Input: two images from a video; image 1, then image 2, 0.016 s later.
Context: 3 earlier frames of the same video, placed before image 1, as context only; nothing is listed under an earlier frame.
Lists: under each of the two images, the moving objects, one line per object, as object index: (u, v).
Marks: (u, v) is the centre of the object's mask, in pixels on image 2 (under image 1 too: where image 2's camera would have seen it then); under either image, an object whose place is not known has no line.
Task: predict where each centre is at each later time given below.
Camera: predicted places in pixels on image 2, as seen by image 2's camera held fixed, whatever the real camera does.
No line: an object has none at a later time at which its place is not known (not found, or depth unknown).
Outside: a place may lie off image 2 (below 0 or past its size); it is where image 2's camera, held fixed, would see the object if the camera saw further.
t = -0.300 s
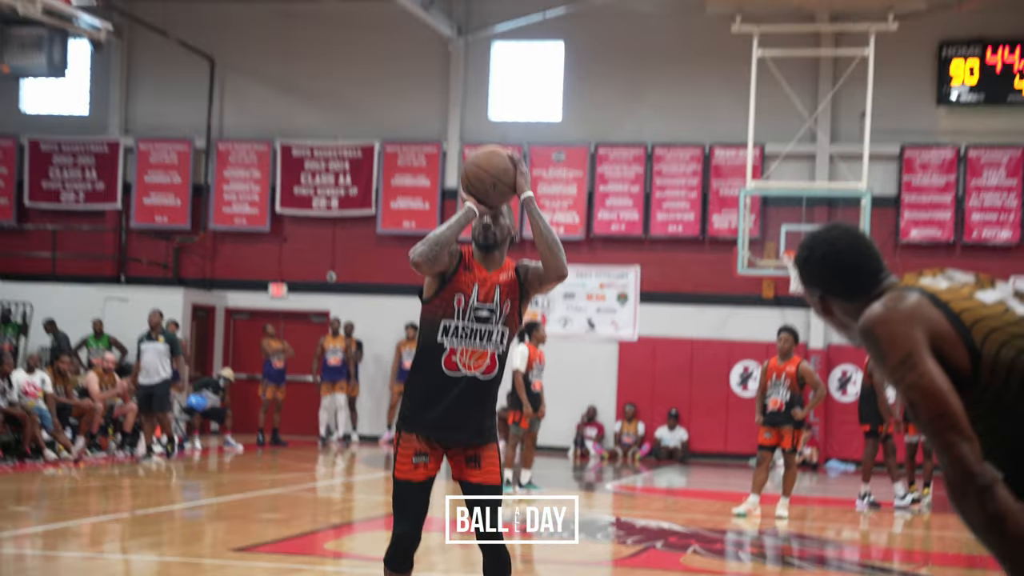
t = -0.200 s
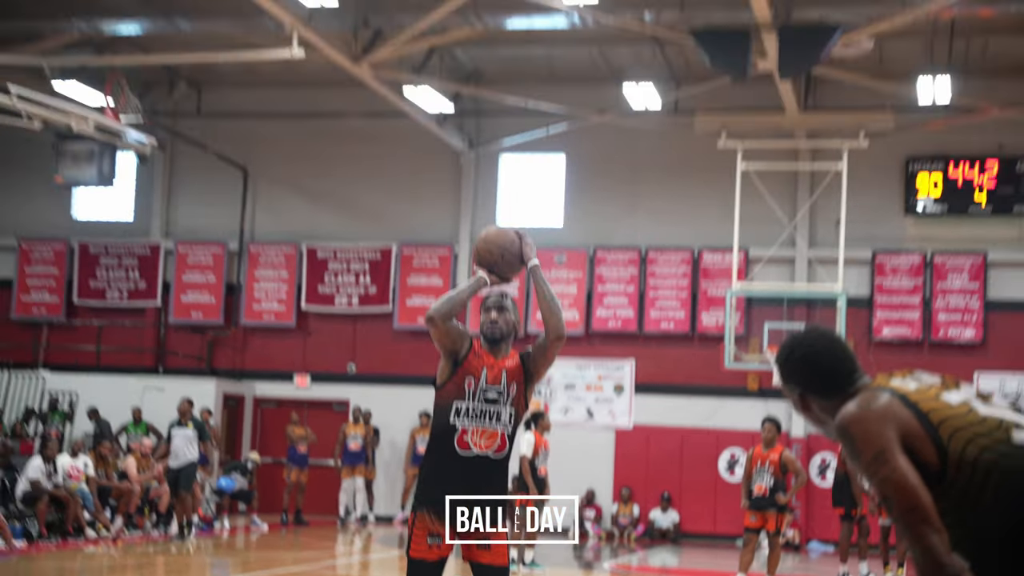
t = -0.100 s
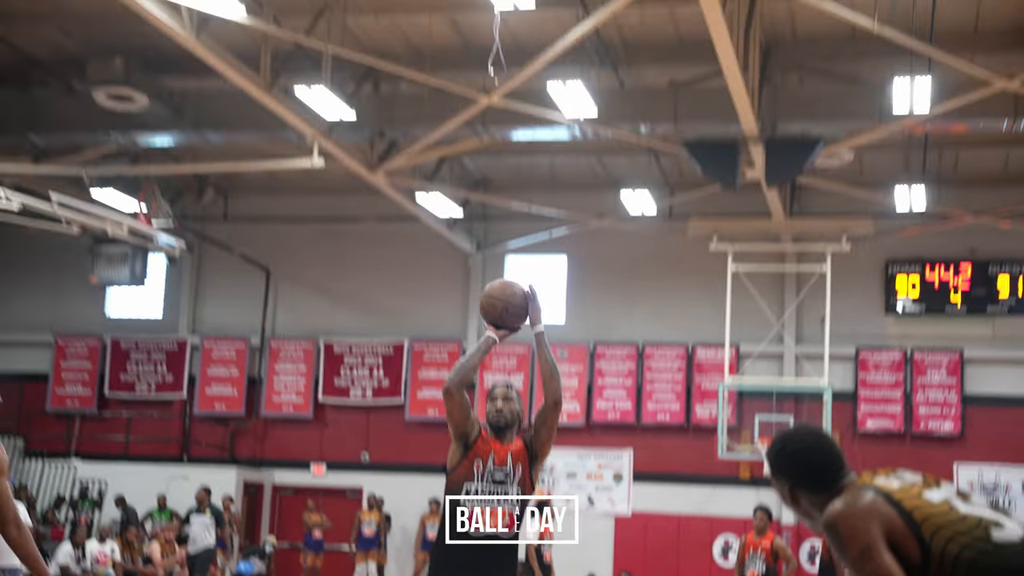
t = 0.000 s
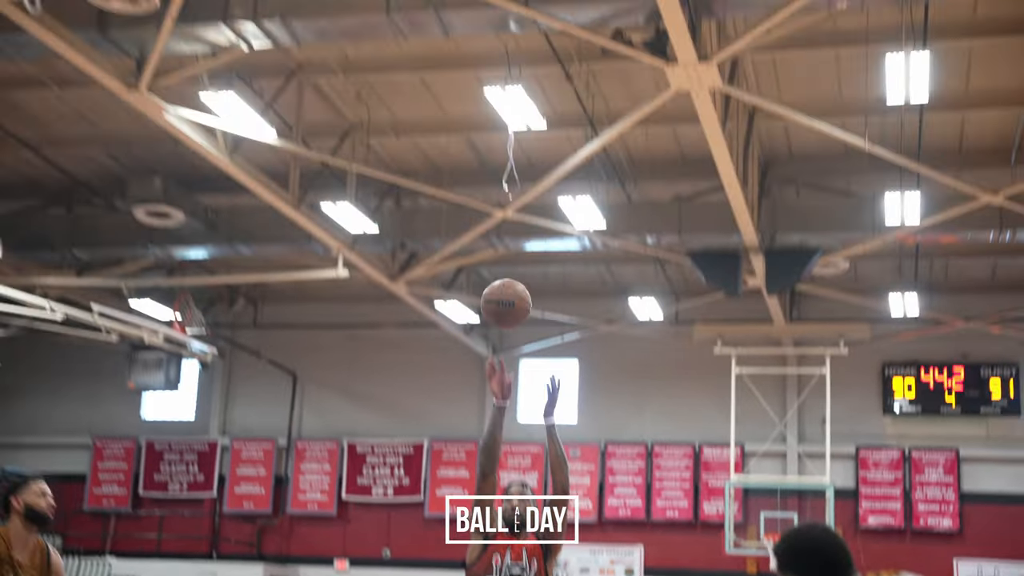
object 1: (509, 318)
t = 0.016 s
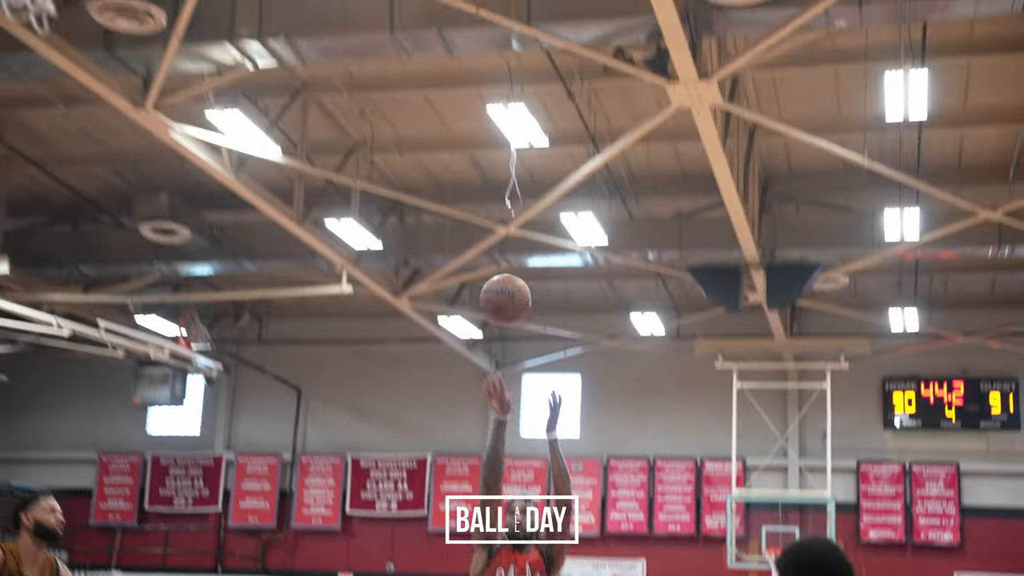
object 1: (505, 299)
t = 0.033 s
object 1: (501, 280)
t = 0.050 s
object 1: (497, 259)
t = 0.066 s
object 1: (492, 240)
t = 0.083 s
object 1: (488, 220)
